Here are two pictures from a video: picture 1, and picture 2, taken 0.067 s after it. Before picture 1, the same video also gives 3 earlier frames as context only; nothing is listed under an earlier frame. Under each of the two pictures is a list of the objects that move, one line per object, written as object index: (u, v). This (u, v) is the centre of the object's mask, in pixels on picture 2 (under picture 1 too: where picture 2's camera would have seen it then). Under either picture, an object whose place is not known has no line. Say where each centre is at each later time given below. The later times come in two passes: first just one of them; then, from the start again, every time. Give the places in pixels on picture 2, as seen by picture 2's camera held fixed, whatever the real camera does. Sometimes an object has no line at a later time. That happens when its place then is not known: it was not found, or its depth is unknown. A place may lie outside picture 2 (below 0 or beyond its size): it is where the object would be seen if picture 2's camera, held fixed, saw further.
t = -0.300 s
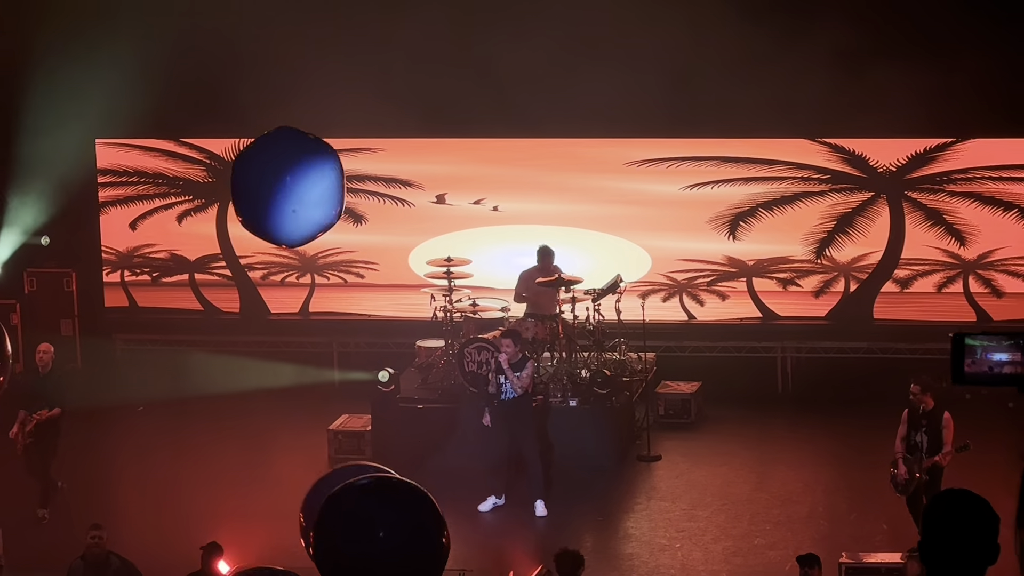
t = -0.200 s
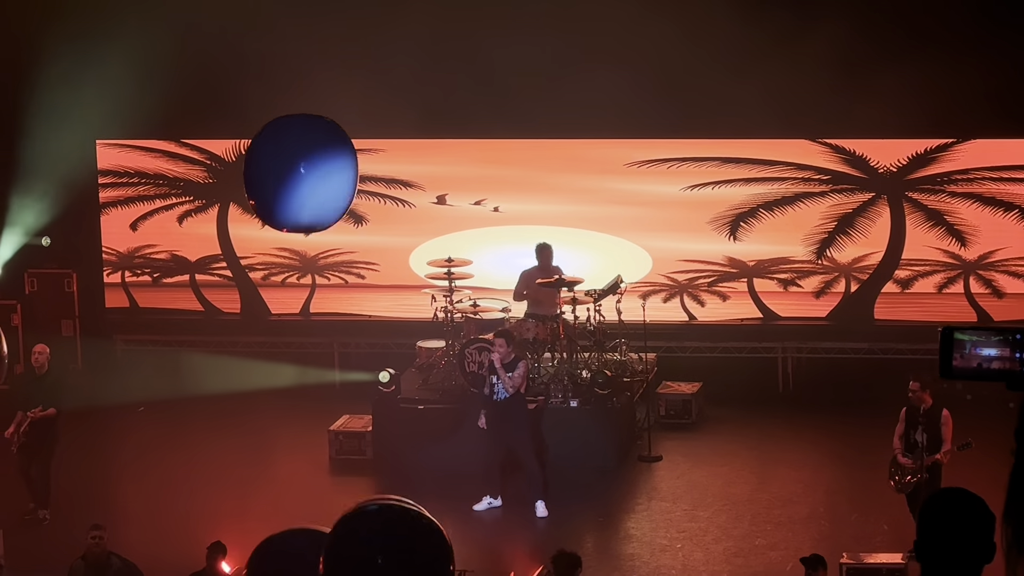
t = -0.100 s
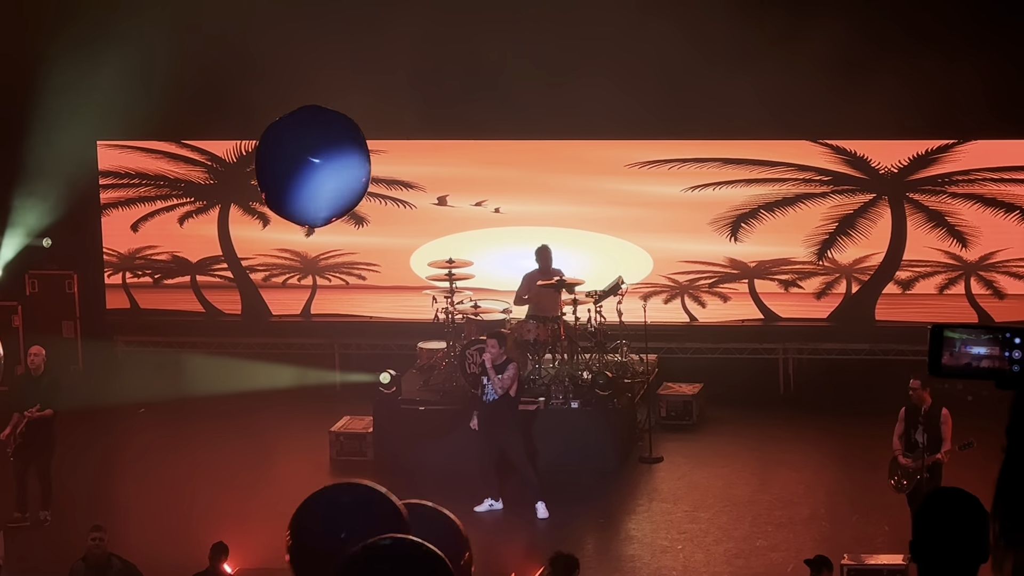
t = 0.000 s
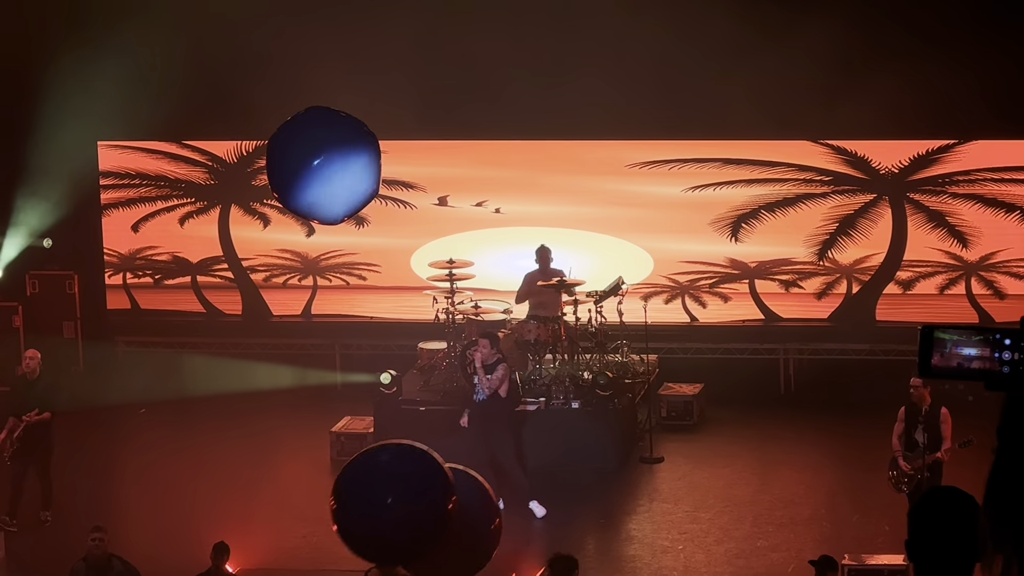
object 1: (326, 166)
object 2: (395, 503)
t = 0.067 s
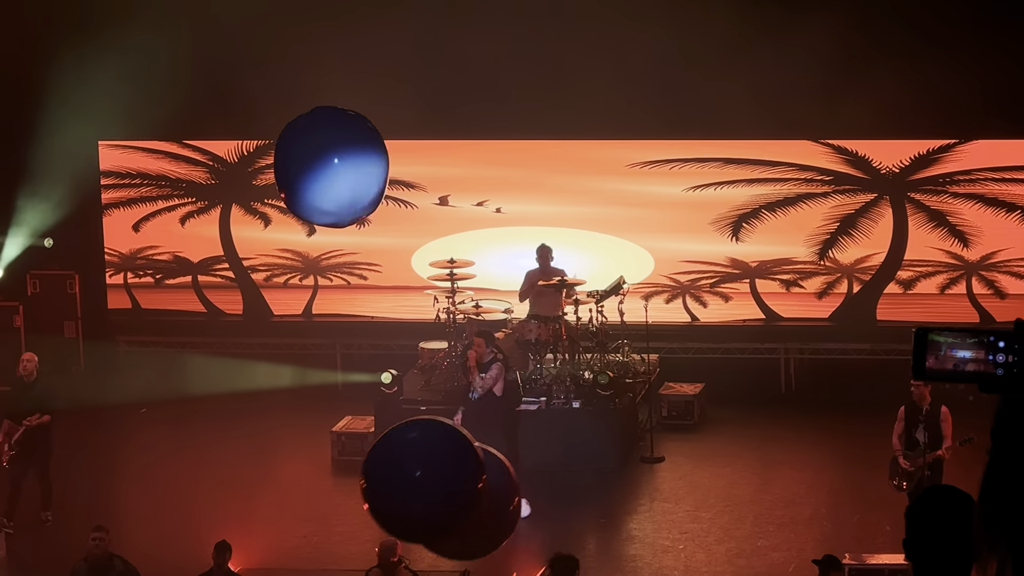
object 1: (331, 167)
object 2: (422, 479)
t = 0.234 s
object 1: (342, 182)
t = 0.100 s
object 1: (334, 167)
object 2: (437, 469)
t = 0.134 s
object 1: (336, 172)
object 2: (450, 462)
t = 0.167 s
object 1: (337, 174)
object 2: (462, 451)
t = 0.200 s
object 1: (340, 177)
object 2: (476, 443)
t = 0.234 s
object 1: (342, 182)
